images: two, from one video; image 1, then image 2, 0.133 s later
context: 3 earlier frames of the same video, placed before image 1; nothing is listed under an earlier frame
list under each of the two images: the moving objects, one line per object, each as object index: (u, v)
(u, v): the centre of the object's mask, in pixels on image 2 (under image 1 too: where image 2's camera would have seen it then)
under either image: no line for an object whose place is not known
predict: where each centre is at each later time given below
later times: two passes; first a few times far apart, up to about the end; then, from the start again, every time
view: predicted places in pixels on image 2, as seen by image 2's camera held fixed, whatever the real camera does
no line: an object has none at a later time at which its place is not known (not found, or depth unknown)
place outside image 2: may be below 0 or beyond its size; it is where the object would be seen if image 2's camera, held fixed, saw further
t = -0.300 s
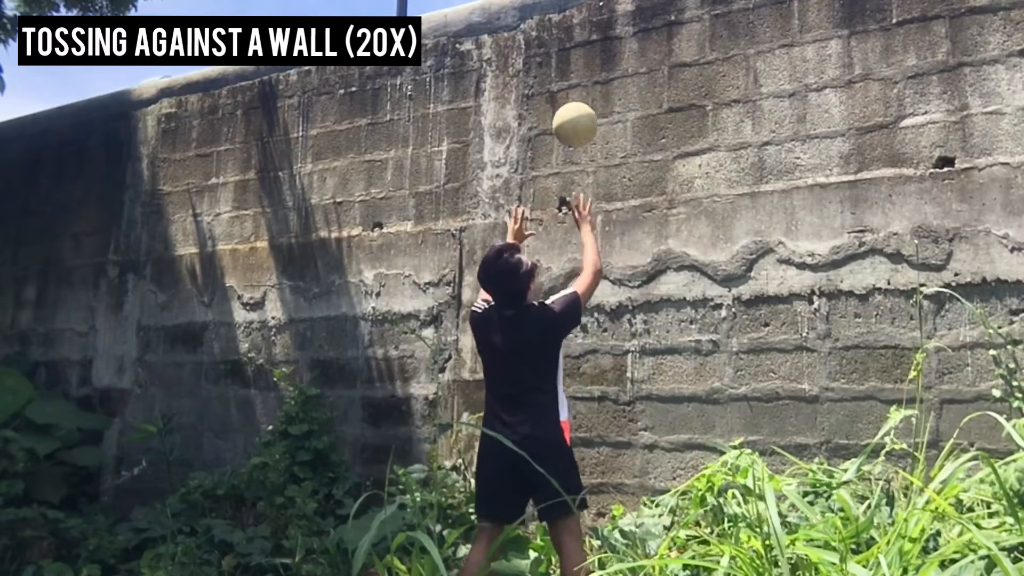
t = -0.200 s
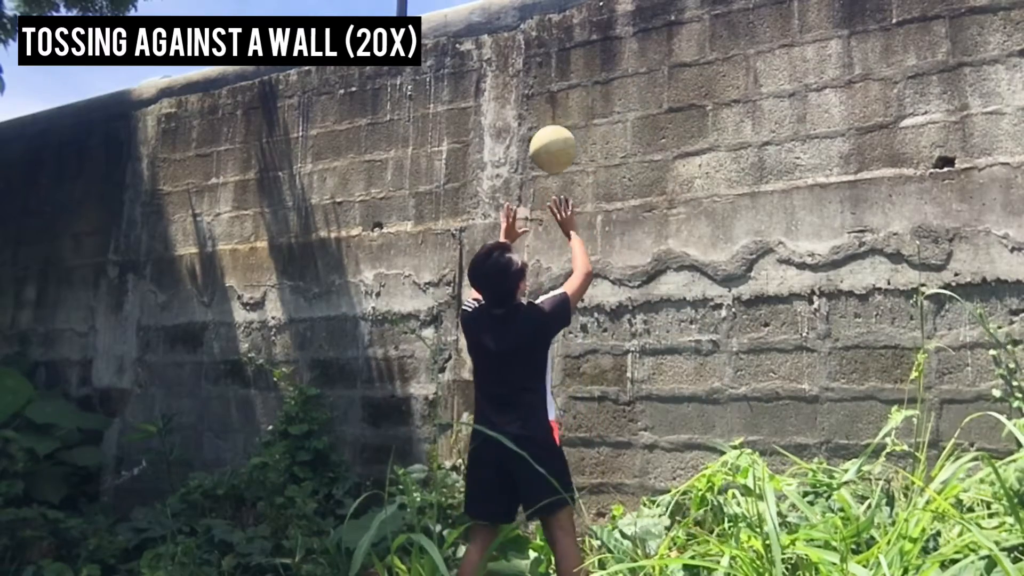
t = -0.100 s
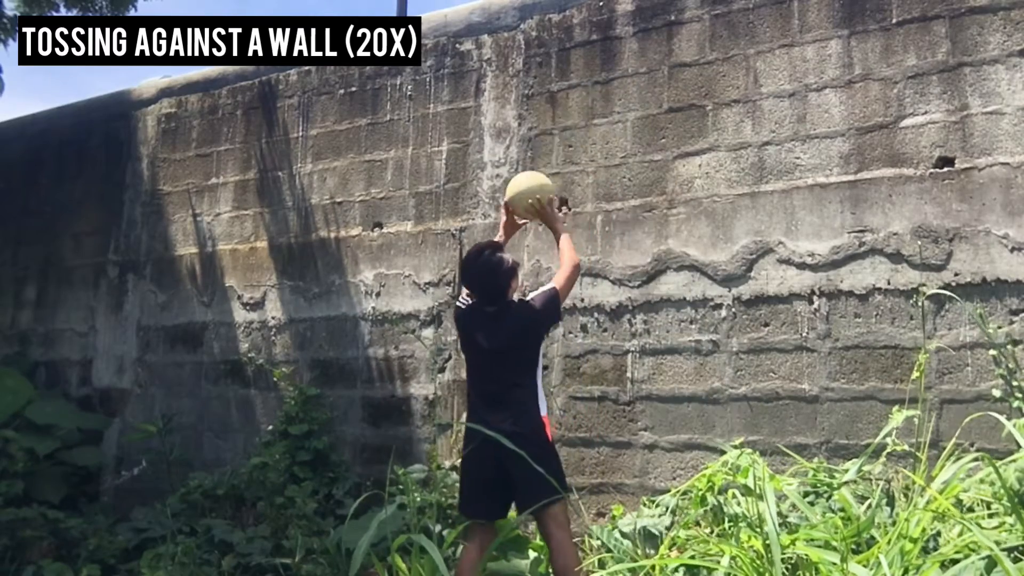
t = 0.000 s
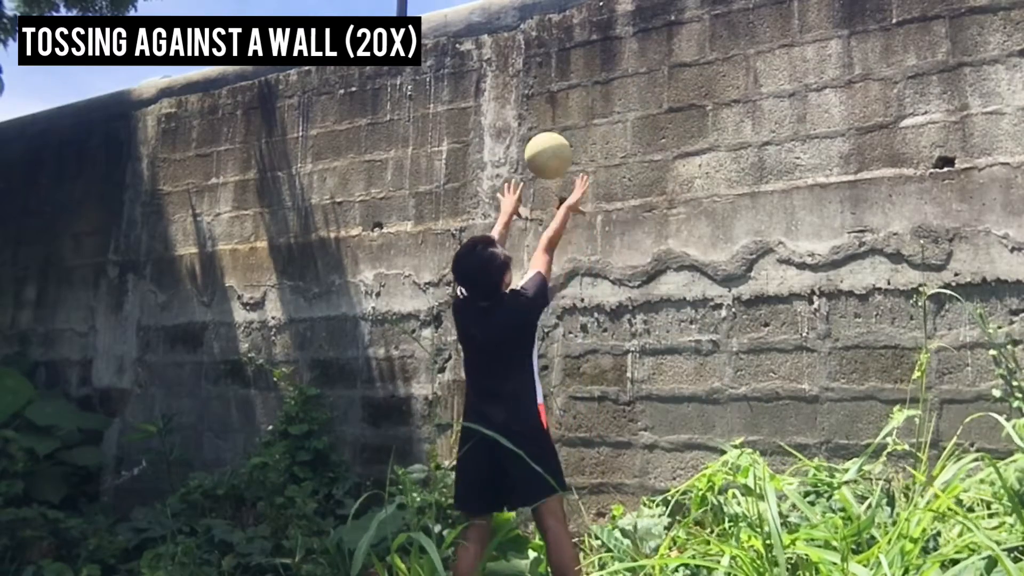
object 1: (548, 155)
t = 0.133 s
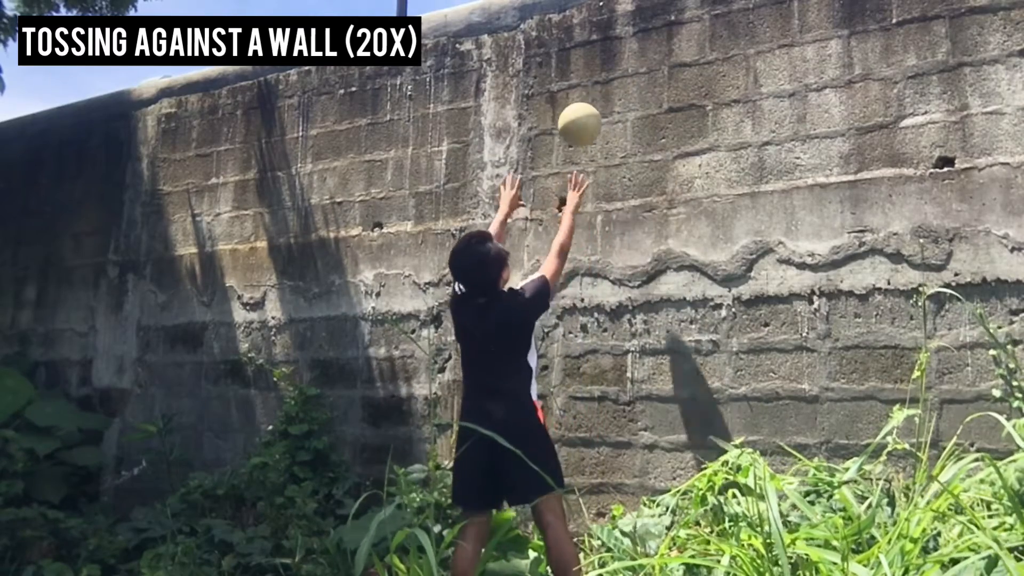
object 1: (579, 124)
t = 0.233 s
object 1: (593, 119)
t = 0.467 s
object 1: (553, 130)
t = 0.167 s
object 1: (587, 123)
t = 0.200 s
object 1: (594, 123)
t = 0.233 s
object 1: (593, 119)
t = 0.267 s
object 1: (587, 114)
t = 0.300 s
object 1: (582, 111)
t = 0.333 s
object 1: (576, 110)
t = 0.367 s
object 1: (571, 112)
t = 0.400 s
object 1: (565, 115)
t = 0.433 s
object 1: (559, 121)
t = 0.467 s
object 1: (553, 130)
